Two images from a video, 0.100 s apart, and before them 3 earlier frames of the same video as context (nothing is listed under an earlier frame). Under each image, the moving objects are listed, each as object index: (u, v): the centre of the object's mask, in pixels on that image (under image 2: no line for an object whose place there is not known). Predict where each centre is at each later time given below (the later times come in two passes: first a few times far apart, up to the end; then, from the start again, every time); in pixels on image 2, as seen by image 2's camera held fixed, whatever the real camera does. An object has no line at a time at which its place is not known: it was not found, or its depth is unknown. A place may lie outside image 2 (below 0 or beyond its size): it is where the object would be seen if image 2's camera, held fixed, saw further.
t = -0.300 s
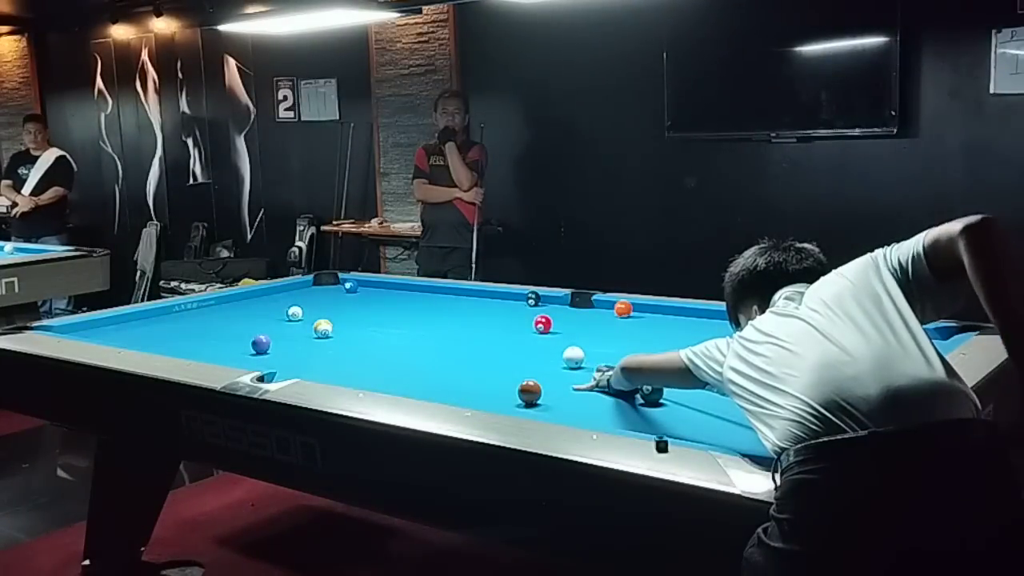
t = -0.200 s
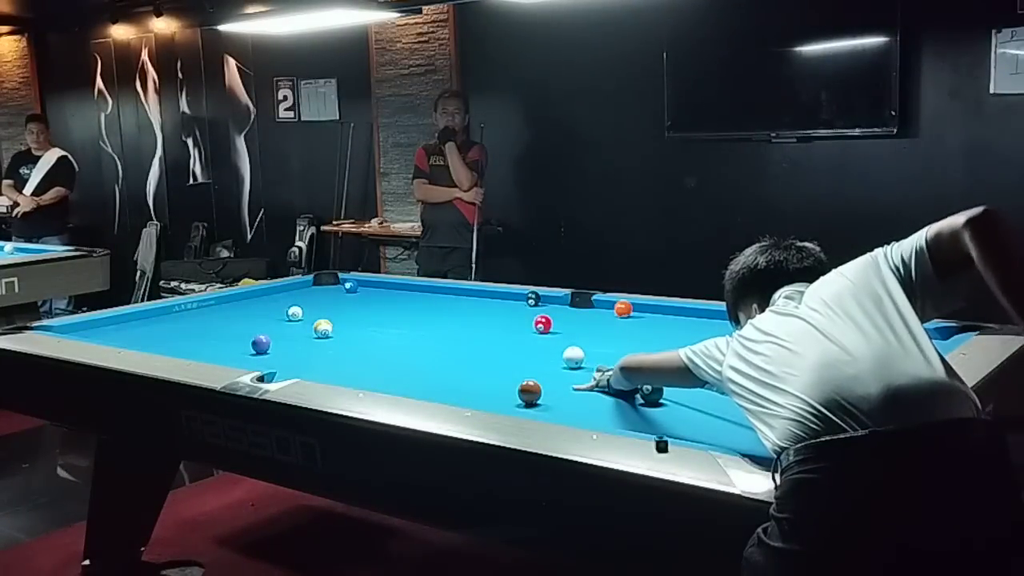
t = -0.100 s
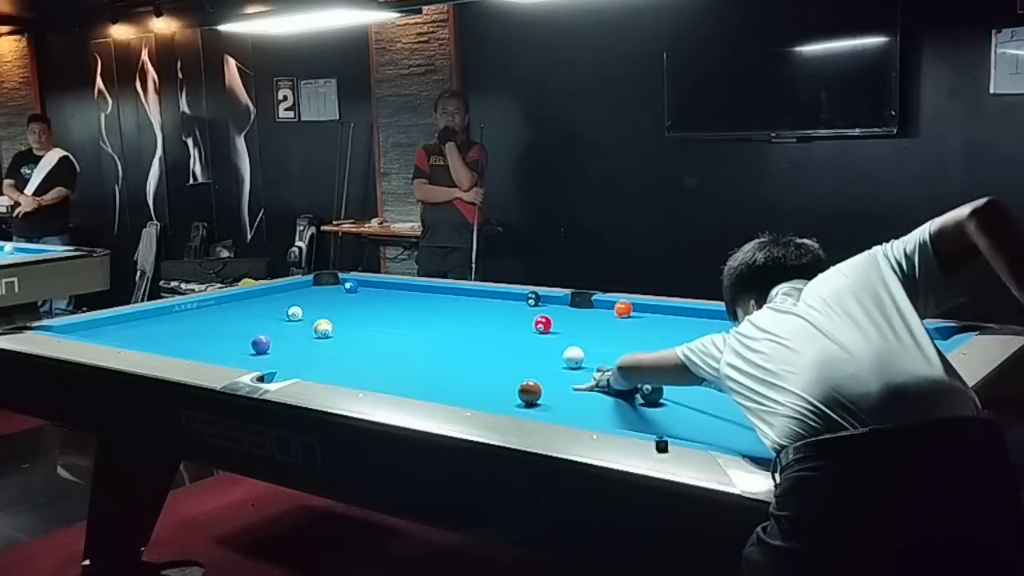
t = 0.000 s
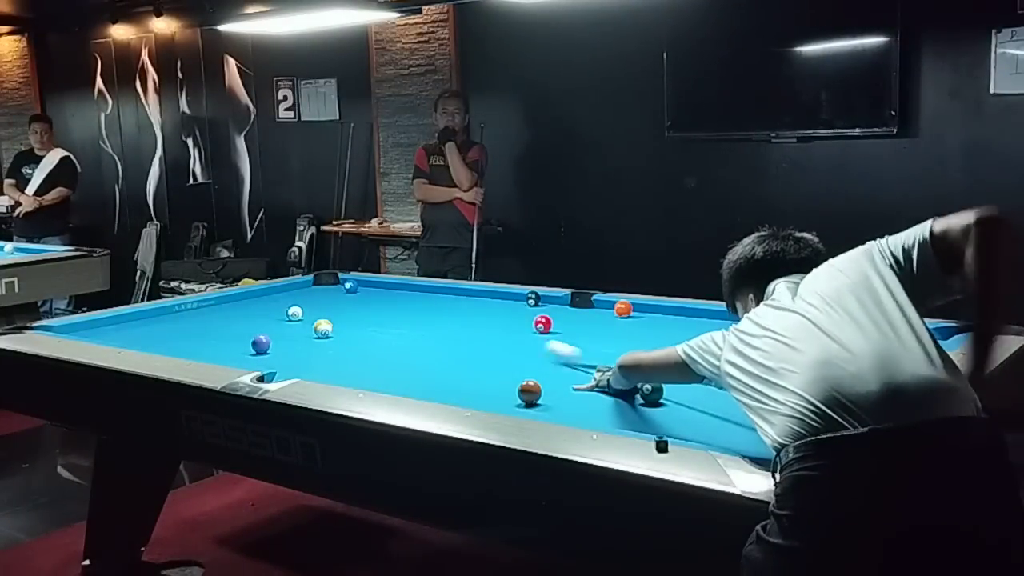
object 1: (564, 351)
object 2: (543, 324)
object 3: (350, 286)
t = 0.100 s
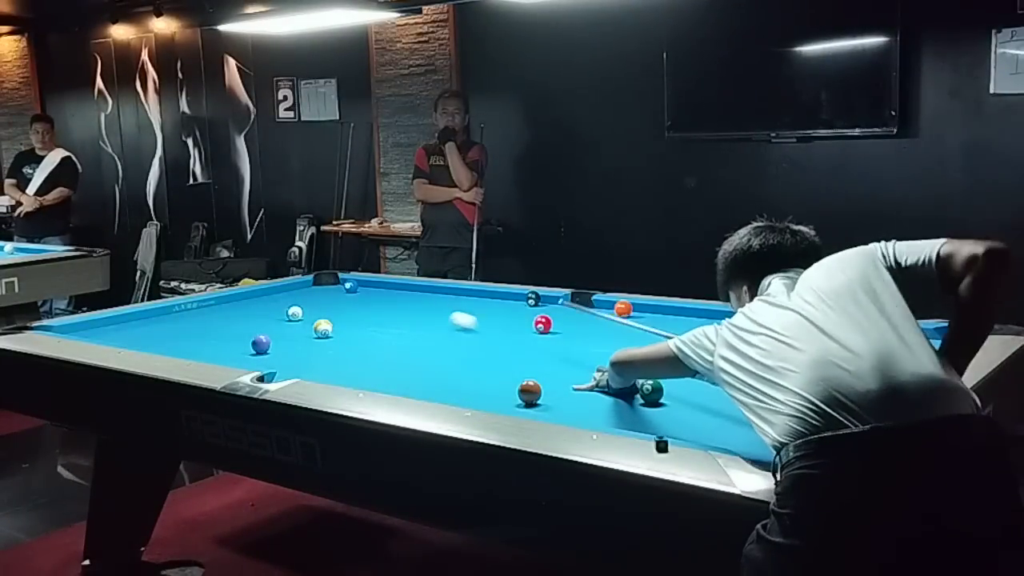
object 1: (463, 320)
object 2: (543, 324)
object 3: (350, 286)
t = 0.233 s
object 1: (396, 300)
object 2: (543, 324)
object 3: (351, 286)
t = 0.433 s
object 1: (347, 289)
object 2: (543, 324)
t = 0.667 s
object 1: (338, 293)
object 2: (543, 324)
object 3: (351, 287)
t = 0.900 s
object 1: (332, 298)
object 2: (542, 324)
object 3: (383, 294)
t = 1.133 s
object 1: (326, 302)
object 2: (542, 324)
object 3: (420, 301)
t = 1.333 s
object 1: (321, 306)
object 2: (542, 324)
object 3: (452, 307)
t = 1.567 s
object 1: (315, 311)
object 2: (542, 324)
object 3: (496, 315)
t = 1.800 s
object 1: (309, 316)
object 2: (554, 326)
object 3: (529, 322)
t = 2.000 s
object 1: (304, 321)
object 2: (585, 331)
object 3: (537, 325)
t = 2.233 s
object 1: (297, 326)
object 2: (621, 337)
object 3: (546, 327)
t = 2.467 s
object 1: (291, 331)
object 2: (657, 344)
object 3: (555, 329)
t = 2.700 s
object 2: (696, 351)
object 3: (563, 332)
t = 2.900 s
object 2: (730, 356)
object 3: (570, 333)
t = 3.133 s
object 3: (577, 335)
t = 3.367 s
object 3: (583, 336)
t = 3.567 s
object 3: (587, 337)
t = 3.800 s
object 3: (592, 338)
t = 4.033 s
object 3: (596, 339)
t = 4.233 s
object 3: (598, 340)
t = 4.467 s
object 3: (599, 340)
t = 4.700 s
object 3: (600, 340)
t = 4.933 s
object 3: (600, 340)
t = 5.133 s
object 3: (600, 340)
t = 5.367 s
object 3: (600, 340)
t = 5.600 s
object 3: (600, 340)
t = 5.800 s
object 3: (600, 340)
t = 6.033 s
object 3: (600, 340)
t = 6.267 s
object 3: (600, 340)
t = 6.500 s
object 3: (600, 340)
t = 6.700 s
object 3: (600, 340)
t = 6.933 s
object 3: (600, 340)
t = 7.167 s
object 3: (600, 340)
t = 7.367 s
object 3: (600, 340)
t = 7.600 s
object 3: (600, 340)
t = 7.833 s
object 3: (600, 340)
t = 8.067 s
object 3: (600, 340)
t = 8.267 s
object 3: (600, 340)
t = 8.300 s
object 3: (600, 340)
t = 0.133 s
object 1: (444, 315)
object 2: (543, 324)
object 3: (351, 286)
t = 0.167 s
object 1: (427, 309)
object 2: (543, 324)
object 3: (351, 286)
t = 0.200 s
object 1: (410, 304)
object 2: (543, 324)
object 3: (351, 286)
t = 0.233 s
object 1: (396, 300)
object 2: (543, 324)
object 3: (351, 286)
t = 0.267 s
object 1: (382, 296)
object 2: (543, 324)
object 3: (351, 286)
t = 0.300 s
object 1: (369, 292)
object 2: (543, 324)
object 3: (350, 286)
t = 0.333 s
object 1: (358, 288)
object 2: (543, 324)
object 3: (346, 286)
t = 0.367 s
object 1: (352, 288)
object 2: (543, 324)
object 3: (342, 281)
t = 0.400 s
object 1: (349, 288)
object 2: (543, 324)
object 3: (337, 281)
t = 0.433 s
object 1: (347, 289)
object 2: (543, 324)
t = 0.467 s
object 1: (344, 289)
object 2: (543, 324)
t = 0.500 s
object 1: (343, 290)
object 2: (543, 324)
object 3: (325, 282)
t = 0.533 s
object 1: (342, 290)
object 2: (543, 324)
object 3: (330, 283)
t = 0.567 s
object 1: (341, 291)
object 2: (543, 324)
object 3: (333, 282)
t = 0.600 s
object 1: (340, 291)
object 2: (543, 324)
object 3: (339, 281)
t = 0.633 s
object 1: (339, 292)
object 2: (543, 324)
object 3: (347, 286)
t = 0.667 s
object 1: (338, 293)
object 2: (543, 324)
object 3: (351, 287)
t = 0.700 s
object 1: (337, 293)
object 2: (543, 324)
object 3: (354, 288)
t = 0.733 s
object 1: (336, 294)
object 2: (543, 324)
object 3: (359, 289)
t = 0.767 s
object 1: (335, 295)
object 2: (542, 324)
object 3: (363, 290)
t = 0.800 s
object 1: (334, 296)
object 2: (543, 324)
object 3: (369, 291)
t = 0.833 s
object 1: (333, 296)
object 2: (542, 324)
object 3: (373, 292)
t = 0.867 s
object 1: (333, 297)
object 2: (543, 324)
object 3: (378, 293)
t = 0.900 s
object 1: (332, 298)
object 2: (542, 324)
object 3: (383, 294)
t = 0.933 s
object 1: (331, 298)
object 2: (542, 324)
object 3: (388, 295)
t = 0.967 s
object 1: (330, 299)
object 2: (542, 324)
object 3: (393, 296)
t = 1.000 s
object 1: (329, 299)
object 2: (542, 324)
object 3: (399, 297)
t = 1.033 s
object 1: (328, 300)
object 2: (542, 324)
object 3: (403, 298)
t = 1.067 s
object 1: (328, 301)
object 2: (542, 324)
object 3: (409, 299)
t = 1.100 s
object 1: (327, 302)
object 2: (542, 324)
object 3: (414, 300)
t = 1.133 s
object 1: (326, 302)
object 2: (542, 324)
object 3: (420, 301)
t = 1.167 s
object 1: (325, 303)
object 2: (542, 324)
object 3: (425, 302)
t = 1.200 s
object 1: (324, 304)
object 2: (543, 324)
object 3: (430, 303)
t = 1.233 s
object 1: (323, 304)
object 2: (543, 324)
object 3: (436, 304)
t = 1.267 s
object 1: (322, 305)
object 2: (542, 324)
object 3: (442, 305)
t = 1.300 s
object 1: (322, 306)
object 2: (542, 324)
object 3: (447, 306)
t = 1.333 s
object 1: (321, 306)
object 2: (542, 324)
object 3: (452, 307)
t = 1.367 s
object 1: (320, 307)
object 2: (542, 324)
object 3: (459, 308)
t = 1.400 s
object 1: (319, 308)
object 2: (542, 324)
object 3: (465, 310)
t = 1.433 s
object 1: (318, 308)
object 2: (542, 324)
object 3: (471, 311)
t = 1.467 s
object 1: (317, 309)
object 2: (542, 324)
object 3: (476, 312)
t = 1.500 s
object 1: (316, 310)
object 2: (542, 324)
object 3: (483, 313)
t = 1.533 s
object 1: (315, 311)
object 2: (542, 324)
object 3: (489, 314)
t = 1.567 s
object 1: (315, 311)
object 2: (542, 324)
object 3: (496, 315)
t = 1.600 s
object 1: (313, 312)
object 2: (542, 324)
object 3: (502, 317)
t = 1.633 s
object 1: (312, 313)
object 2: (542, 324)
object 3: (509, 318)
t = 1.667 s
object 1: (312, 313)
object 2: (542, 324)
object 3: (515, 319)
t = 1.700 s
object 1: (311, 314)
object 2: (542, 324)
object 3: (522, 320)
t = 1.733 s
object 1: (310, 315)
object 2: (542, 324)
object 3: (527, 321)
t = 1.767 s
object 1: (309, 315)
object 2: (548, 324)
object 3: (529, 322)
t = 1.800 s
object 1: (309, 316)
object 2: (554, 326)
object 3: (529, 322)
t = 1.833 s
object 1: (308, 317)
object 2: (560, 326)
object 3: (531, 322)
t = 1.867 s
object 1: (307, 318)
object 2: (565, 328)
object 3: (532, 323)
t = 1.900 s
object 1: (307, 319)
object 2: (570, 328)
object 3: (533, 323)
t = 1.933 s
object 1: (305, 319)
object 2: (575, 329)
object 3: (535, 324)
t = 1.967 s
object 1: (304, 320)
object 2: (580, 330)
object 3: (536, 324)
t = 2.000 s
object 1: (304, 321)
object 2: (585, 331)
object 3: (537, 325)
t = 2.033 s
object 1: (303, 321)
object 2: (590, 332)
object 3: (539, 325)
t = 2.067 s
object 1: (302, 322)
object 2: (595, 333)
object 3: (540, 325)
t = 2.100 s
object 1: (301, 323)
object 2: (600, 333)
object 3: (541, 326)
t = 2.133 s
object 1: (300, 324)
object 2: (605, 335)
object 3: (543, 326)
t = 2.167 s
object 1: (299, 324)
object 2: (610, 335)
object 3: (544, 326)
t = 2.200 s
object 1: (298, 325)
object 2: (615, 336)
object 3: (545, 327)
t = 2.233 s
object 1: (297, 326)
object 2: (621, 337)
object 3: (546, 327)
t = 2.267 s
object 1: (297, 326)
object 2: (626, 338)
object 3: (548, 327)
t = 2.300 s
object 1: (296, 327)
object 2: (631, 339)
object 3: (549, 328)
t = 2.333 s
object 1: (295, 328)
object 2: (637, 340)
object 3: (550, 328)
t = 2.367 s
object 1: (294, 328)
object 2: (642, 341)
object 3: (551, 328)
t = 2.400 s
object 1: (293, 329)
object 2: (647, 342)
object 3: (553, 328)
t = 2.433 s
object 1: (292, 330)
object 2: (652, 343)
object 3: (554, 329)
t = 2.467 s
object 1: (291, 331)
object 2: (657, 344)
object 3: (555, 329)
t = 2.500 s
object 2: (663, 345)
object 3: (556, 330)
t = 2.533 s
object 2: (669, 345)
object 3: (557, 330)
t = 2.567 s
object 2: (674, 347)
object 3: (559, 330)
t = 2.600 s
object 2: (679, 348)
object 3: (560, 331)
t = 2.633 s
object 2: (685, 349)
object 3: (561, 331)
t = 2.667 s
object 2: (690, 349)
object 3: (562, 331)
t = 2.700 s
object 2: (696, 351)
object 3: (563, 332)
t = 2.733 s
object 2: (702, 352)
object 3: (564, 332)
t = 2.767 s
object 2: (707, 352)
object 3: (566, 332)
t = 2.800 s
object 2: (713, 353)
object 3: (567, 332)
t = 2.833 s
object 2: (719, 355)
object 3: (568, 333)
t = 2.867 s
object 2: (724, 356)
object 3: (569, 333)
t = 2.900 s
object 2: (730, 356)
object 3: (570, 333)
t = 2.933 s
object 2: (736, 357)
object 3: (571, 333)
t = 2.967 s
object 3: (572, 334)
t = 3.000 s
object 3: (573, 334)
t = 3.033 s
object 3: (574, 334)
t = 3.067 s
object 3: (575, 334)
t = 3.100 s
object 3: (576, 335)
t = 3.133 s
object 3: (577, 335)
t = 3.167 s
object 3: (578, 335)
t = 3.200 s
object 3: (579, 335)
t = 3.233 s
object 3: (579, 335)
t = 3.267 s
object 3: (580, 336)
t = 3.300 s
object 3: (581, 336)
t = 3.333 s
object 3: (582, 336)
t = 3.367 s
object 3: (583, 336)
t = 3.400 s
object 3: (584, 336)
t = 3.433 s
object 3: (585, 337)
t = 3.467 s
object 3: (585, 337)
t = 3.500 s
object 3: (586, 337)
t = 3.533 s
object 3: (587, 337)
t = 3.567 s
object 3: (587, 337)
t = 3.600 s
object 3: (588, 338)
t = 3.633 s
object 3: (589, 338)
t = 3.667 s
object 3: (590, 338)
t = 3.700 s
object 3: (590, 338)
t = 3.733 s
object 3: (591, 338)
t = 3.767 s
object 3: (591, 338)
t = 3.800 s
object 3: (592, 338)
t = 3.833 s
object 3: (592, 339)
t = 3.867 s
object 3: (593, 338)
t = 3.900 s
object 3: (594, 339)
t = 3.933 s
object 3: (594, 339)
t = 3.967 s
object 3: (595, 339)
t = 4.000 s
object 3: (595, 339)
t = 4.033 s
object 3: (596, 339)
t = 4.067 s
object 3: (596, 339)
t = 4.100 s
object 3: (596, 339)
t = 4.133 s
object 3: (597, 339)
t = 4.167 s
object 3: (597, 340)
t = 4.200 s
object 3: (597, 340)
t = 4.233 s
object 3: (598, 340)
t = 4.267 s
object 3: (598, 340)
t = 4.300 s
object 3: (598, 340)
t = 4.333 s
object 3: (599, 340)
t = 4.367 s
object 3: (599, 340)
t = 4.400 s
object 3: (599, 340)
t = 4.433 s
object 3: (599, 340)
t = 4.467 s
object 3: (599, 340)
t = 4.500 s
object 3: (600, 340)
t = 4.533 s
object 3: (600, 340)
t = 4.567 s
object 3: (600, 340)
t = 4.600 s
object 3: (600, 340)
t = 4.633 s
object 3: (600, 340)
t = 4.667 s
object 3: (600, 340)
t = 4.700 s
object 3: (600, 340)
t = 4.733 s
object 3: (600, 340)
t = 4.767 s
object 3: (600, 340)
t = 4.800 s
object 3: (600, 340)
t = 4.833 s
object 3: (600, 340)
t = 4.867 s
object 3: (600, 340)
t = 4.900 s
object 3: (600, 340)
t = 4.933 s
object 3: (600, 340)
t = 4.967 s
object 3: (600, 340)
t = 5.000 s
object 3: (600, 340)
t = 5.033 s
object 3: (600, 340)
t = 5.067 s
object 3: (600, 340)
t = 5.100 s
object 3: (600, 340)
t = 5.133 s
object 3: (600, 340)
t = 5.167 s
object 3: (600, 340)
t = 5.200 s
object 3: (600, 340)
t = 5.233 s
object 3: (600, 340)
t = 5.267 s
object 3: (600, 340)
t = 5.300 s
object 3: (600, 340)
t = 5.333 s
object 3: (600, 340)
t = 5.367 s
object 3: (600, 340)
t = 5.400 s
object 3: (600, 340)
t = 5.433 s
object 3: (600, 340)
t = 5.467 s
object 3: (600, 340)
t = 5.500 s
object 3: (600, 340)
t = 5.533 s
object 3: (600, 340)
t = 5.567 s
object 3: (600, 339)
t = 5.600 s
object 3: (600, 340)
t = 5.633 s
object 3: (600, 340)
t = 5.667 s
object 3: (600, 340)
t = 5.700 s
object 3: (600, 340)
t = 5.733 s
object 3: (600, 340)
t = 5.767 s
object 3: (600, 340)
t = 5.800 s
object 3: (600, 340)
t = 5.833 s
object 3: (600, 340)
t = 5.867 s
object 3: (600, 340)
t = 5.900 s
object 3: (600, 340)
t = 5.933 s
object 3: (600, 340)
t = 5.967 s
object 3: (600, 340)
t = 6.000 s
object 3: (600, 340)
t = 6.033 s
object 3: (600, 340)
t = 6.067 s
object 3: (600, 340)
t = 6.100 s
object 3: (600, 340)
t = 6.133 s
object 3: (600, 340)
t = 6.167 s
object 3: (600, 340)
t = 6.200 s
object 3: (600, 340)
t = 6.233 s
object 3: (600, 340)
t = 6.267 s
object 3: (600, 340)
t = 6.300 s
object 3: (600, 340)
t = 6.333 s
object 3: (600, 339)
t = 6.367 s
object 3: (600, 339)
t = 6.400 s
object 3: (600, 340)
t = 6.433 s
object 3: (600, 340)
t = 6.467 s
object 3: (600, 340)
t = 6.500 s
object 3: (600, 340)
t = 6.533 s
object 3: (600, 340)
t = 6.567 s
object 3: (600, 340)
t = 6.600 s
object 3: (600, 340)
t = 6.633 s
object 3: (600, 340)
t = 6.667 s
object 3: (600, 340)
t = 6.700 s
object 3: (600, 340)
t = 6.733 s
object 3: (600, 340)
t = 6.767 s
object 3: (600, 340)
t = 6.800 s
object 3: (600, 340)
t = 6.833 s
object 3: (600, 340)
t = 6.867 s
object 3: (600, 340)
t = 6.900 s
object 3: (600, 340)
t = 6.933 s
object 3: (600, 340)
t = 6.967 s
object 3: (600, 340)
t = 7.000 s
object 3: (600, 340)
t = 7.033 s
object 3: (600, 340)
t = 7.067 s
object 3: (600, 340)
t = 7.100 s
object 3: (600, 340)
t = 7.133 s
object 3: (600, 340)
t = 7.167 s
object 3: (600, 340)
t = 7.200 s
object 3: (600, 340)
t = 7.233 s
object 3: (600, 340)
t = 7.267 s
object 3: (600, 340)
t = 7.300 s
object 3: (600, 340)
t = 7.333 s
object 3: (600, 340)
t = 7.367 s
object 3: (600, 340)
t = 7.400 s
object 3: (600, 340)
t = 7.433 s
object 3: (600, 340)
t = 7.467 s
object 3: (600, 340)
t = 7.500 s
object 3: (600, 340)
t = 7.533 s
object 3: (600, 340)
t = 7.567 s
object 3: (600, 340)
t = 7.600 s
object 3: (600, 340)
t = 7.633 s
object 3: (600, 340)
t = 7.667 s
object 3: (601, 340)
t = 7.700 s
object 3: (601, 340)
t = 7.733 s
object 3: (600, 340)
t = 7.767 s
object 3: (600, 340)
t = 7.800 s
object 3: (600, 340)
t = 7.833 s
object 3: (600, 340)
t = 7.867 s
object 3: (600, 340)
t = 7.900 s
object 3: (600, 340)
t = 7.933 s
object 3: (600, 340)
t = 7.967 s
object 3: (600, 340)
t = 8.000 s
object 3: (600, 340)
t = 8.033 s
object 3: (600, 340)
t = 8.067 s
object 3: (600, 340)
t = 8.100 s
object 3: (600, 340)
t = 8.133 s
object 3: (600, 340)
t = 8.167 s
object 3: (600, 340)
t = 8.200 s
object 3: (600, 340)
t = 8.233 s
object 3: (600, 340)
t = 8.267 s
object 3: (600, 340)
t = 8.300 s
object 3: (600, 340)
